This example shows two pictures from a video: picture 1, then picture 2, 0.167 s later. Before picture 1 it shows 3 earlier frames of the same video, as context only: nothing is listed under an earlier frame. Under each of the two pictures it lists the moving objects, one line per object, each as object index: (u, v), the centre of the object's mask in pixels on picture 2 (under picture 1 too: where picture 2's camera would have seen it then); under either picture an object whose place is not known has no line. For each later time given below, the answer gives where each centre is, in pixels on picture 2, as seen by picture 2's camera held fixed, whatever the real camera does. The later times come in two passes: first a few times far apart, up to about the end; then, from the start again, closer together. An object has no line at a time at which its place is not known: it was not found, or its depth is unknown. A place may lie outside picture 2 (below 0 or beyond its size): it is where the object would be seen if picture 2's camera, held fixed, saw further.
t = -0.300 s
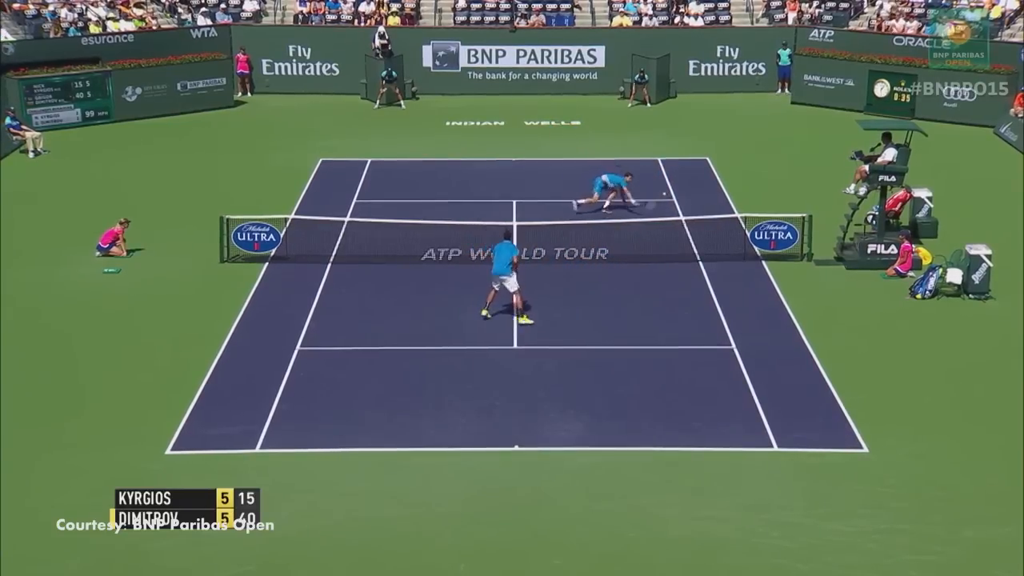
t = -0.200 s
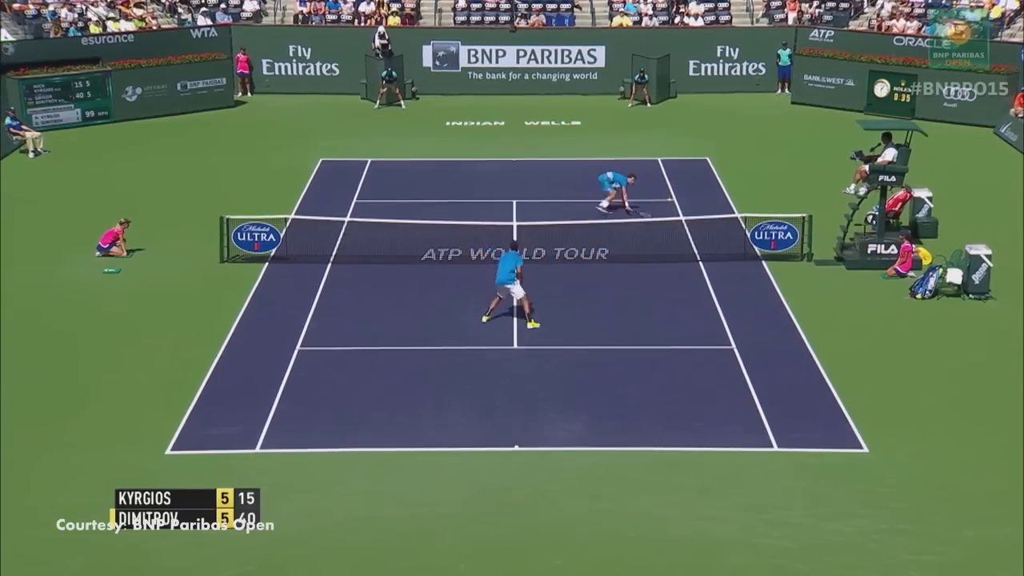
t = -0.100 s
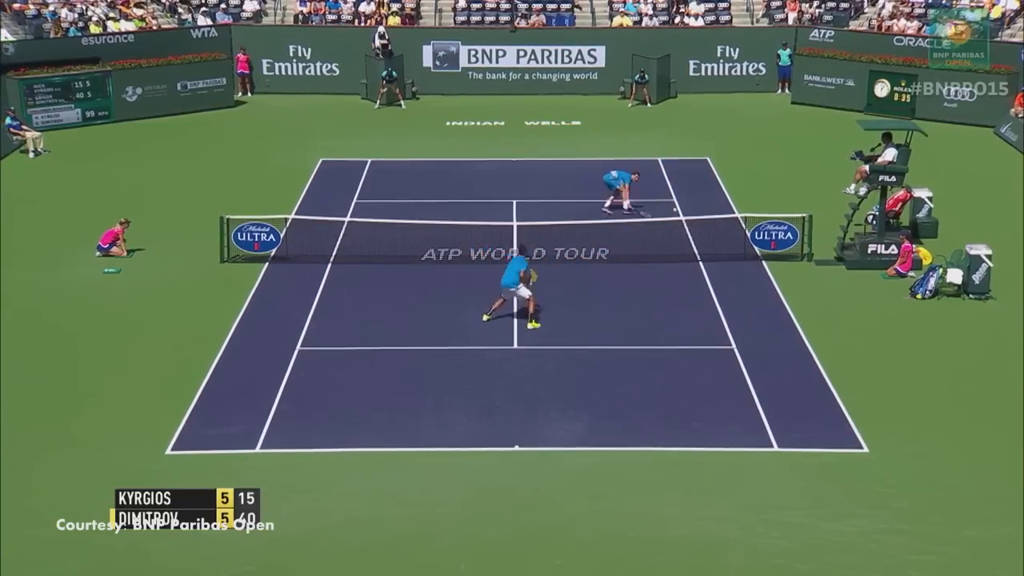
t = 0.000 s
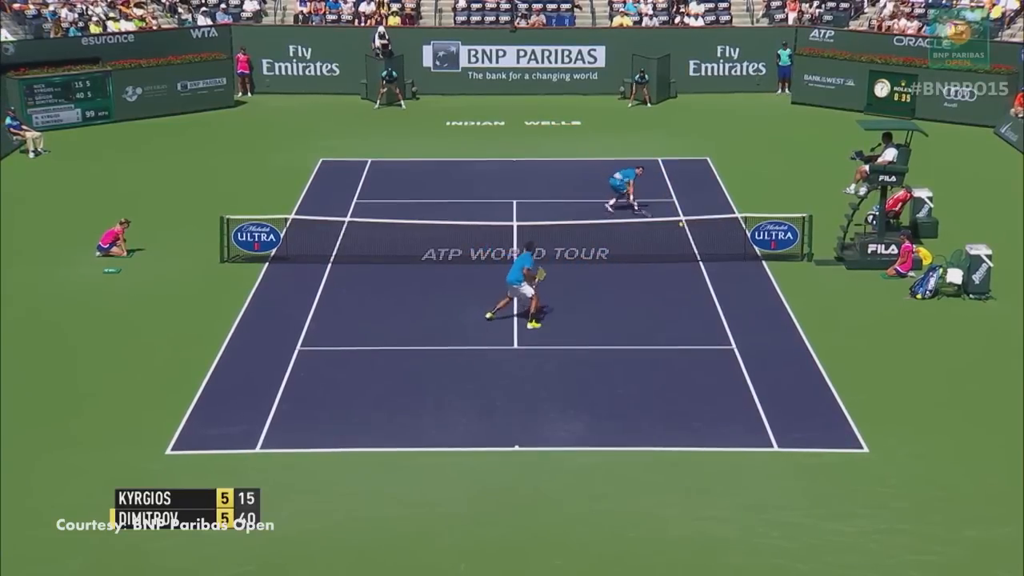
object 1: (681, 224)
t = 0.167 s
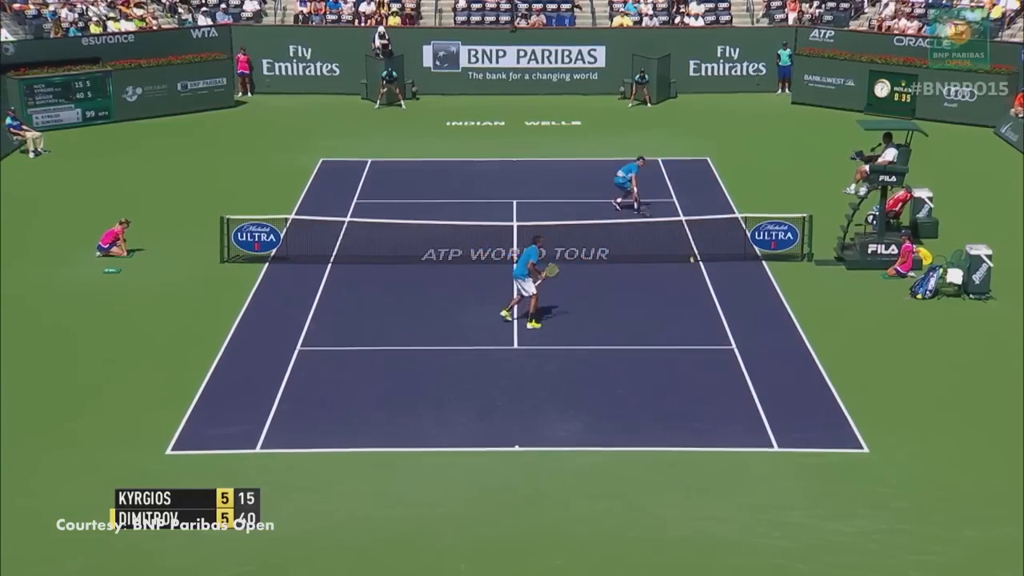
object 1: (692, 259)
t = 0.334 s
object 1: (704, 311)
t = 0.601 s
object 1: (724, 374)
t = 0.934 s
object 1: (746, 398)
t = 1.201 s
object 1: (764, 470)
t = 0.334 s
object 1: (704, 311)
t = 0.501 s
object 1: (718, 377)
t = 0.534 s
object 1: (720, 377)
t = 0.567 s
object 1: (722, 375)
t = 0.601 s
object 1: (724, 374)
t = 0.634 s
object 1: (726, 374)
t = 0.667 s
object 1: (728, 374)
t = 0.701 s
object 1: (729, 374)
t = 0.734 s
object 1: (731, 375)
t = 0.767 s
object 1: (734, 377)
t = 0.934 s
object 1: (746, 398)
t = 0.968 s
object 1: (749, 405)
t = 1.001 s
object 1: (751, 412)
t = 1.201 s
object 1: (764, 470)
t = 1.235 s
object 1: (767, 477)
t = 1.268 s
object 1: (769, 475)
